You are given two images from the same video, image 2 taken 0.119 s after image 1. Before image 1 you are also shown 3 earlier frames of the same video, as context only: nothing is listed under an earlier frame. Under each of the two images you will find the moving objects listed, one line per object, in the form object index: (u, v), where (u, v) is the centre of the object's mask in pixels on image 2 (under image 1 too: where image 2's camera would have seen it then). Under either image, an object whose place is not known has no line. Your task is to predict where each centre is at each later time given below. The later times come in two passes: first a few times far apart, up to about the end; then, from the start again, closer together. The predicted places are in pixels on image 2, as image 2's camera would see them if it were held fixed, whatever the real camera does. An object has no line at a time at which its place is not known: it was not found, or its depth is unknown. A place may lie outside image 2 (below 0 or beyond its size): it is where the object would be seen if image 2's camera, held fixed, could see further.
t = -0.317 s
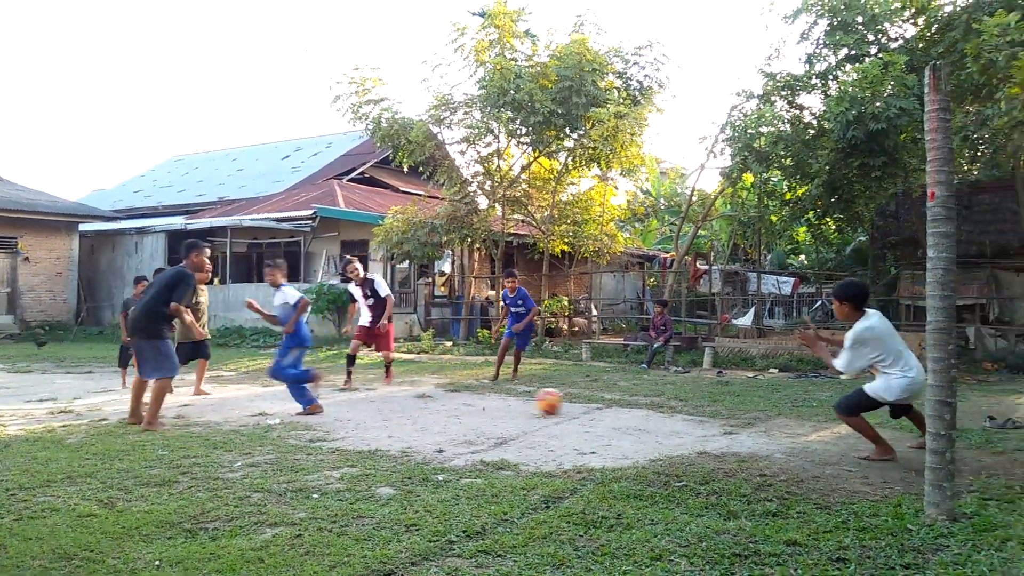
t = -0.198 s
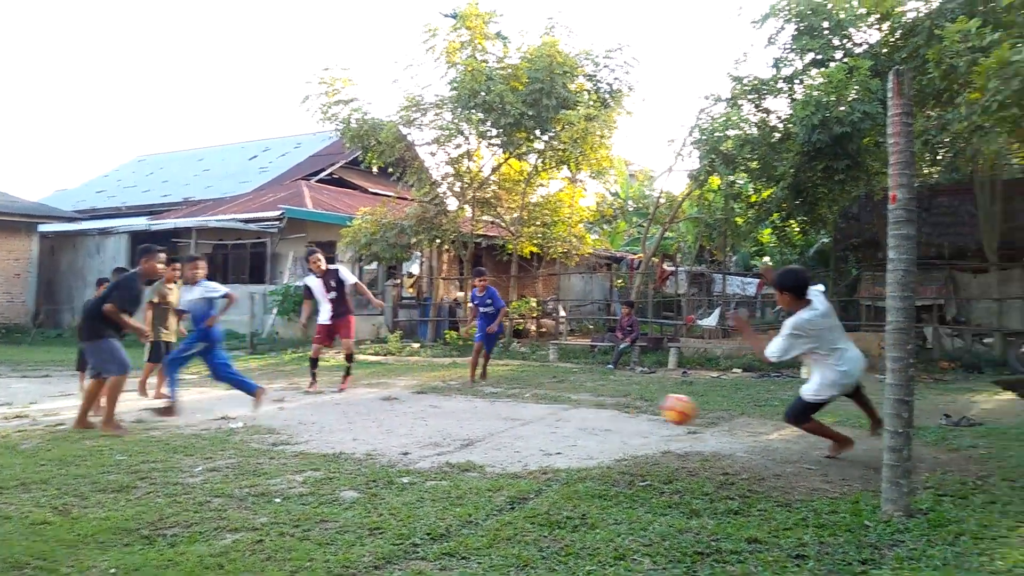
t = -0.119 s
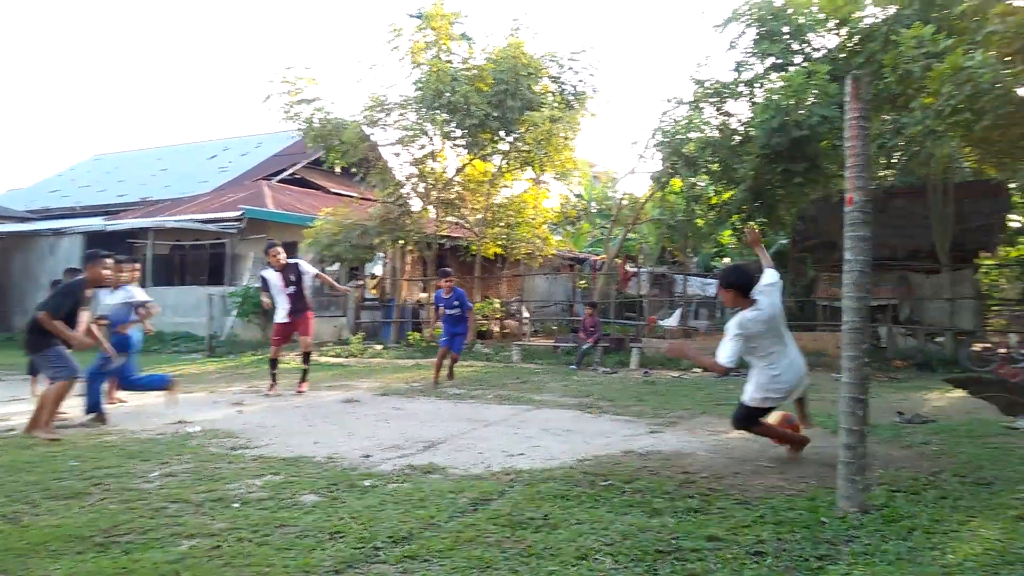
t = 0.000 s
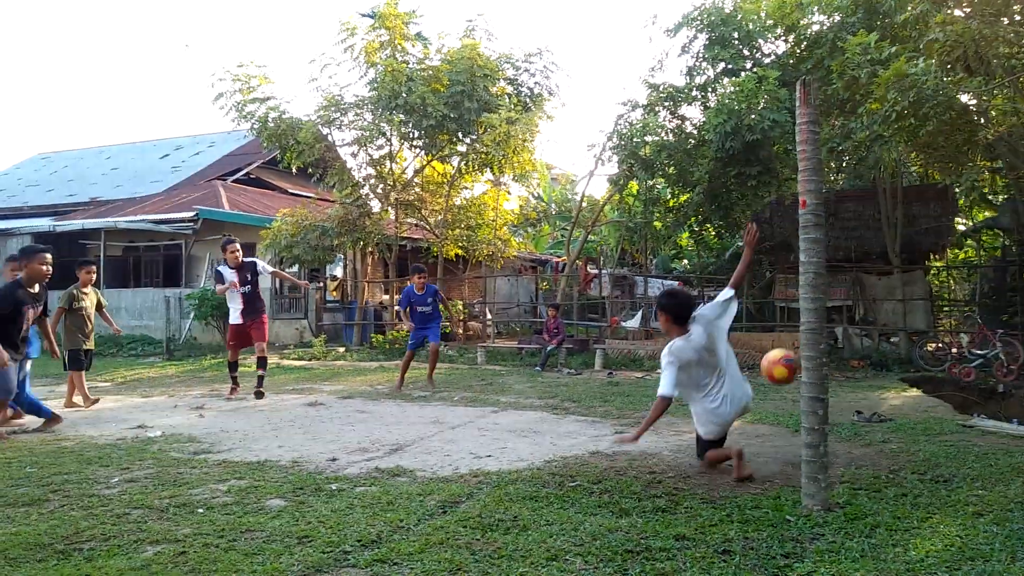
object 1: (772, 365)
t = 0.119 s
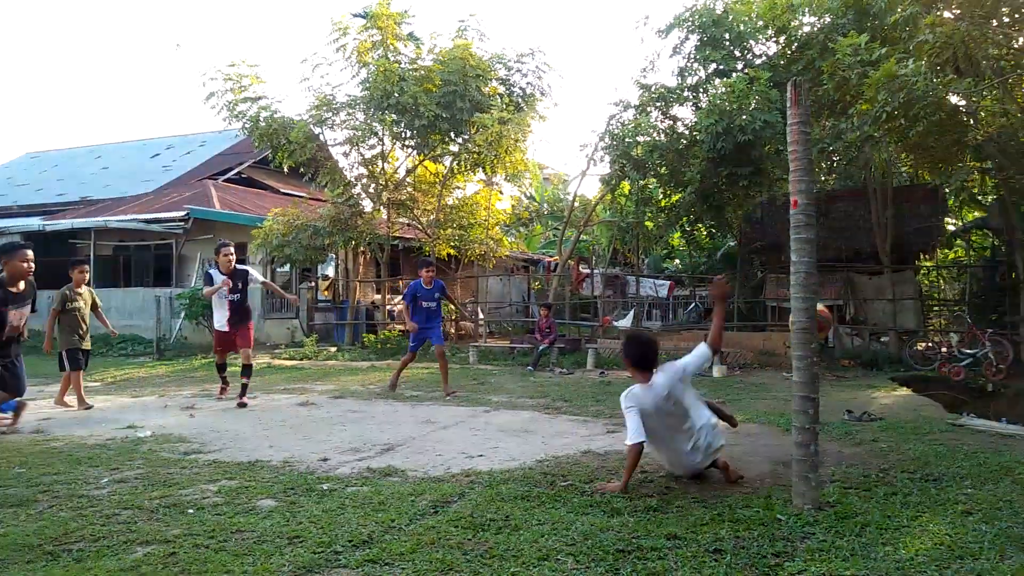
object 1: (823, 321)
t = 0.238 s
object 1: (855, 297)
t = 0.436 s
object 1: (952, 320)
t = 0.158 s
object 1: (830, 310)
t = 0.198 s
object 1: (840, 302)
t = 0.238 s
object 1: (855, 297)
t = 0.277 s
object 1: (871, 294)
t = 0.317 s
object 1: (891, 294)
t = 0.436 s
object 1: (952, 320)
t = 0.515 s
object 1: (1000, 361)
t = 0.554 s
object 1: (1016, 392)
